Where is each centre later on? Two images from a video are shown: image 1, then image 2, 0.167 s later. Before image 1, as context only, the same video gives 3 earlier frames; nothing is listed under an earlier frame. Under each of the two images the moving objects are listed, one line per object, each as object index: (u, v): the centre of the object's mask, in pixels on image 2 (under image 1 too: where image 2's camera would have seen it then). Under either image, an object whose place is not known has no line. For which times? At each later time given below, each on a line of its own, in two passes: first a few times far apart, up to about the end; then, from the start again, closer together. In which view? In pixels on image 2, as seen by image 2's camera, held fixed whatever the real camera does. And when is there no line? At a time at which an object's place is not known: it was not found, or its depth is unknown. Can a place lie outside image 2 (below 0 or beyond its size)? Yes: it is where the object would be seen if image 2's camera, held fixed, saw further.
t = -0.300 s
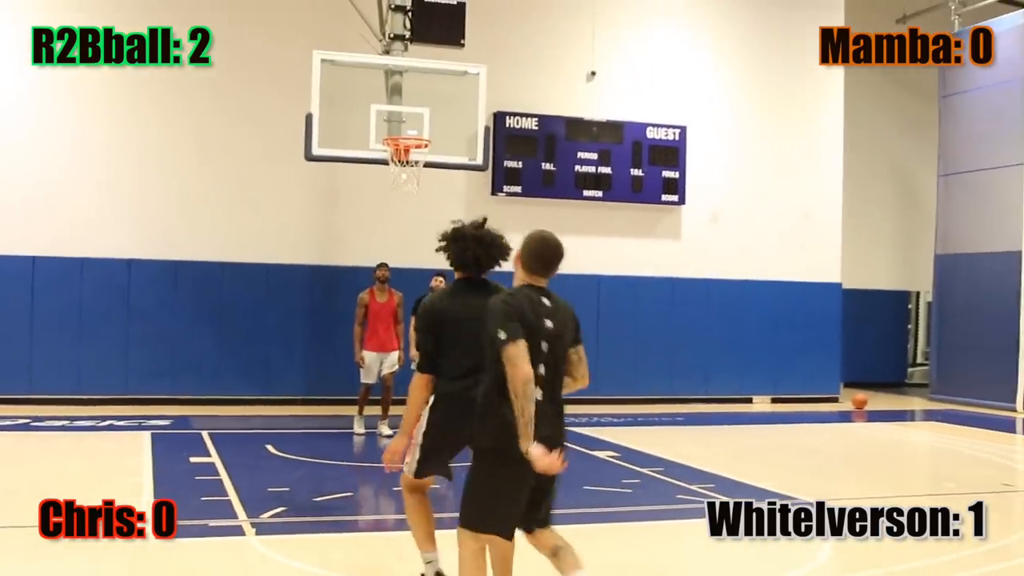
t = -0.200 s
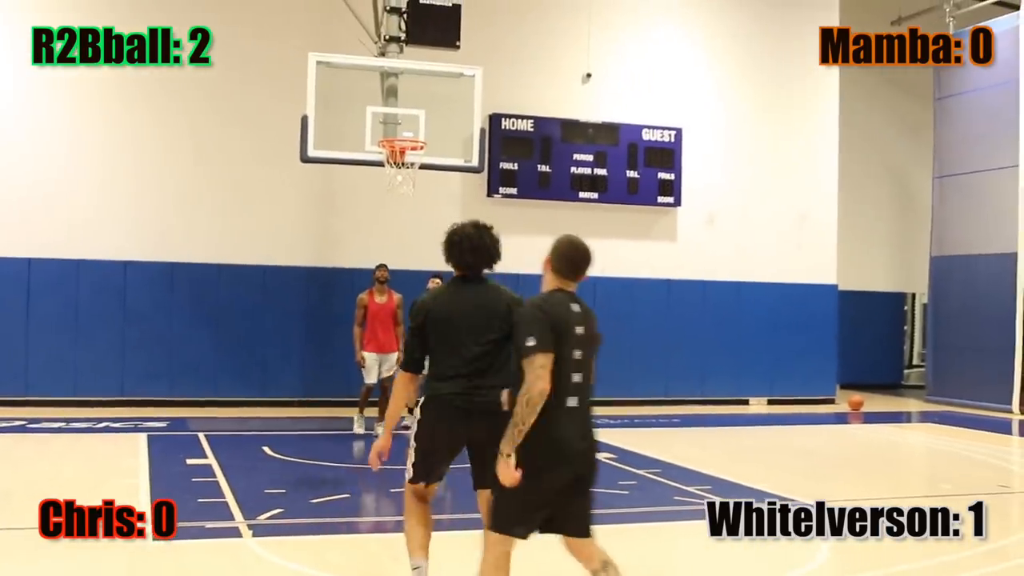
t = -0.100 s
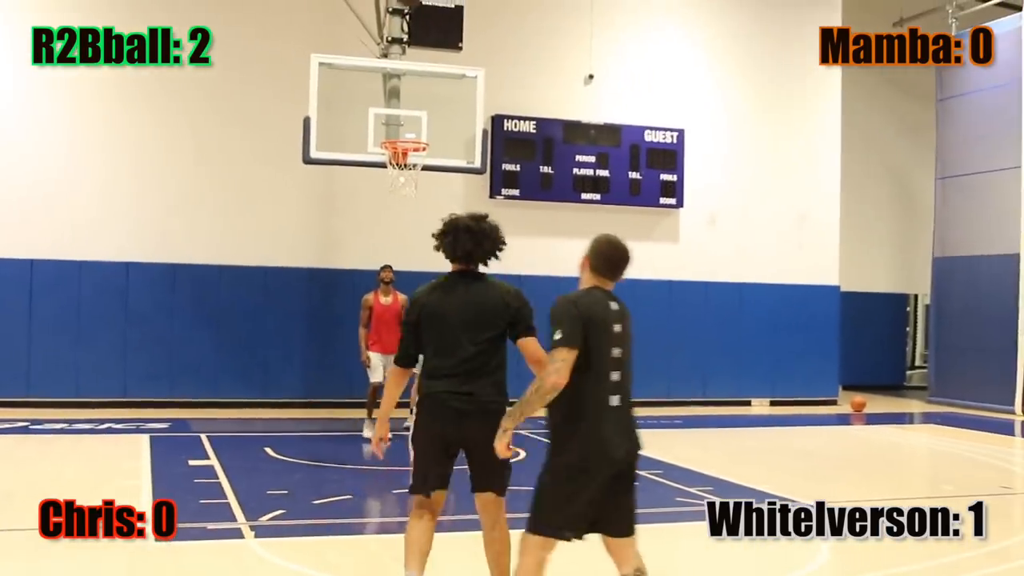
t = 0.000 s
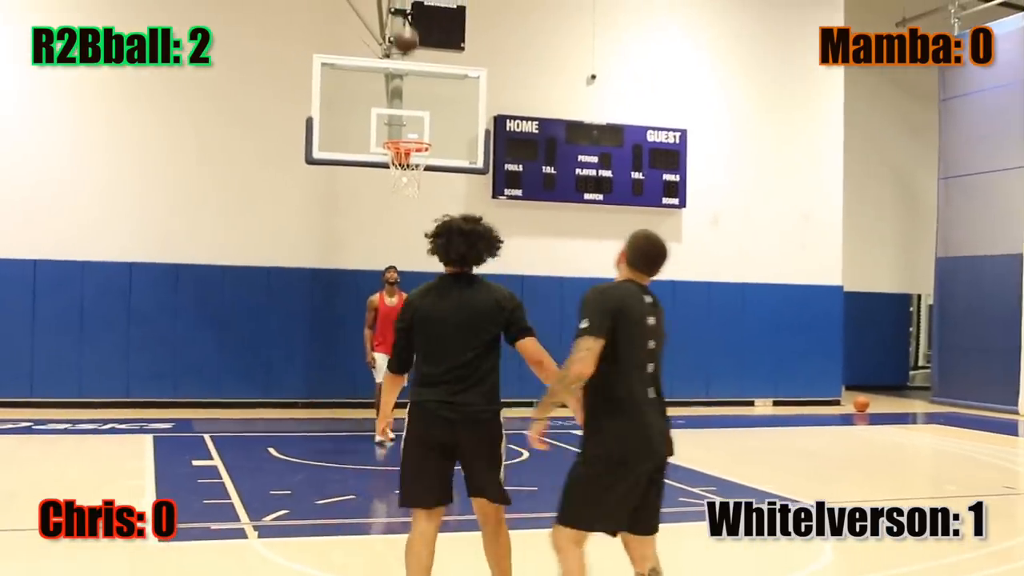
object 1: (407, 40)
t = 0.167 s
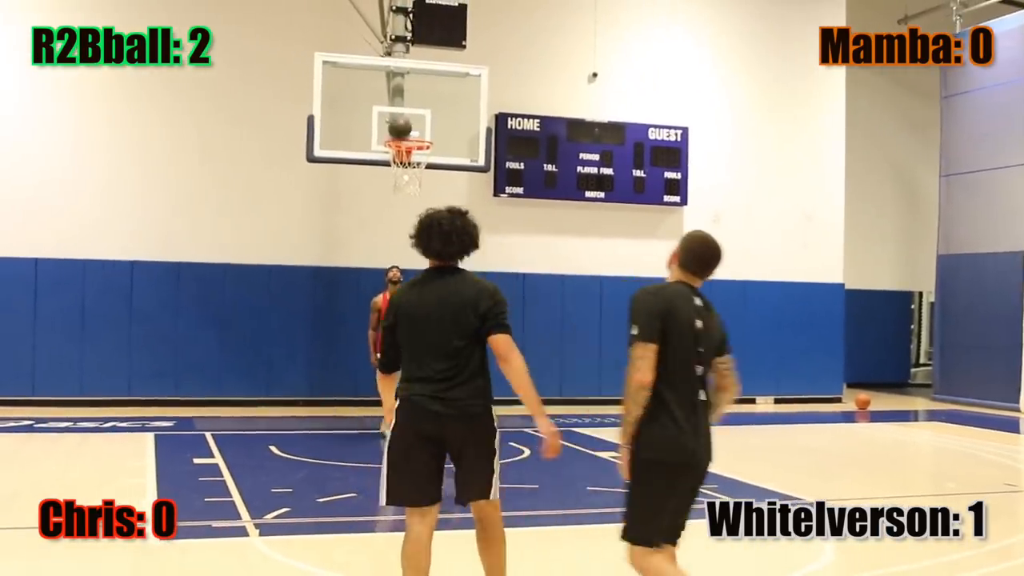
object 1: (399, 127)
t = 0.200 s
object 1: (398, 122)
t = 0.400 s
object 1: (393, 85)
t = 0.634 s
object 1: (384, 93)
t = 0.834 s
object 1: (380, 123)
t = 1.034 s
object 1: (353, 129)
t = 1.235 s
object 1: (319, 150)
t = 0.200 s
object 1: (398, 122)
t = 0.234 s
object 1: (398, 113)
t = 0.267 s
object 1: (397, 106)
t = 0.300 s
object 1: (396, 99)
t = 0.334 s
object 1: (395, 94)
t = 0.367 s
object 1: (394, 87)
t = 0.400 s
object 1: (393, 85)
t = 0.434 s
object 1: (392, 84)
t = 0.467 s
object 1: (391, 83)
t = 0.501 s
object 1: (391, 83)
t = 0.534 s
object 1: (389, 84)
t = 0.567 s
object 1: (388, 85)
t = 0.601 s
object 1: (386, 89)
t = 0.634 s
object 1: (384, 93)
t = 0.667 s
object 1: (383, 99)
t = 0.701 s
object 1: (382, 105)
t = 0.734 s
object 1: (381, 109)
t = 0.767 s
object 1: (381, 113)
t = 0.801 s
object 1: (381, 118)
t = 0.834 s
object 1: (380, 123)
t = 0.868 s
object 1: (379, 130)
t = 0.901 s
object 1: (377, 133)
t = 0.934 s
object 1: (371, 131)
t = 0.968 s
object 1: (365, 129)
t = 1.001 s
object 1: (359, 129)
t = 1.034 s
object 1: (353, 129)
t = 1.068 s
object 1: (347, 131)
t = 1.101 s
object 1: (341, 133)
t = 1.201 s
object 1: (320, 150)
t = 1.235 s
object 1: (319, 150)
